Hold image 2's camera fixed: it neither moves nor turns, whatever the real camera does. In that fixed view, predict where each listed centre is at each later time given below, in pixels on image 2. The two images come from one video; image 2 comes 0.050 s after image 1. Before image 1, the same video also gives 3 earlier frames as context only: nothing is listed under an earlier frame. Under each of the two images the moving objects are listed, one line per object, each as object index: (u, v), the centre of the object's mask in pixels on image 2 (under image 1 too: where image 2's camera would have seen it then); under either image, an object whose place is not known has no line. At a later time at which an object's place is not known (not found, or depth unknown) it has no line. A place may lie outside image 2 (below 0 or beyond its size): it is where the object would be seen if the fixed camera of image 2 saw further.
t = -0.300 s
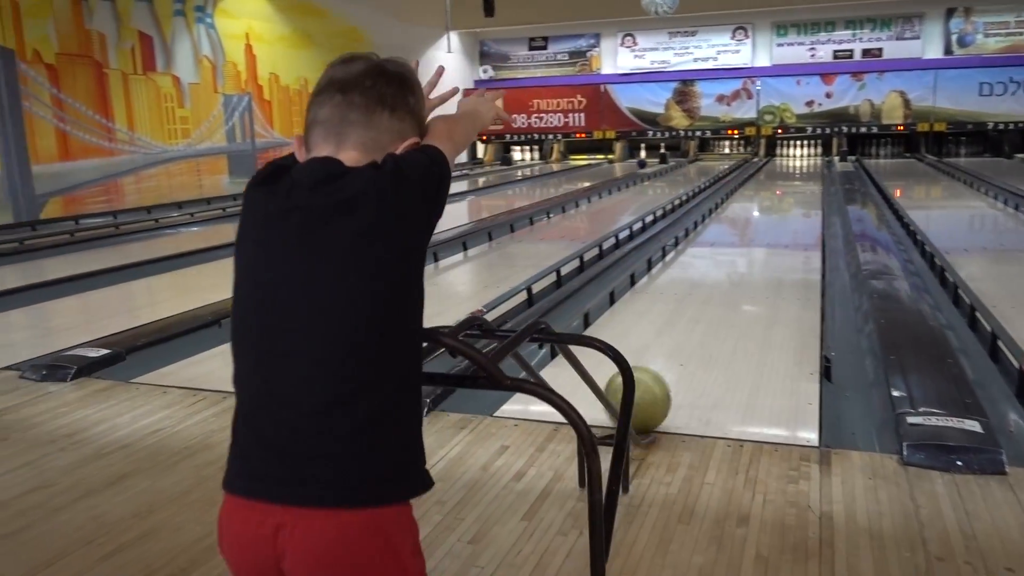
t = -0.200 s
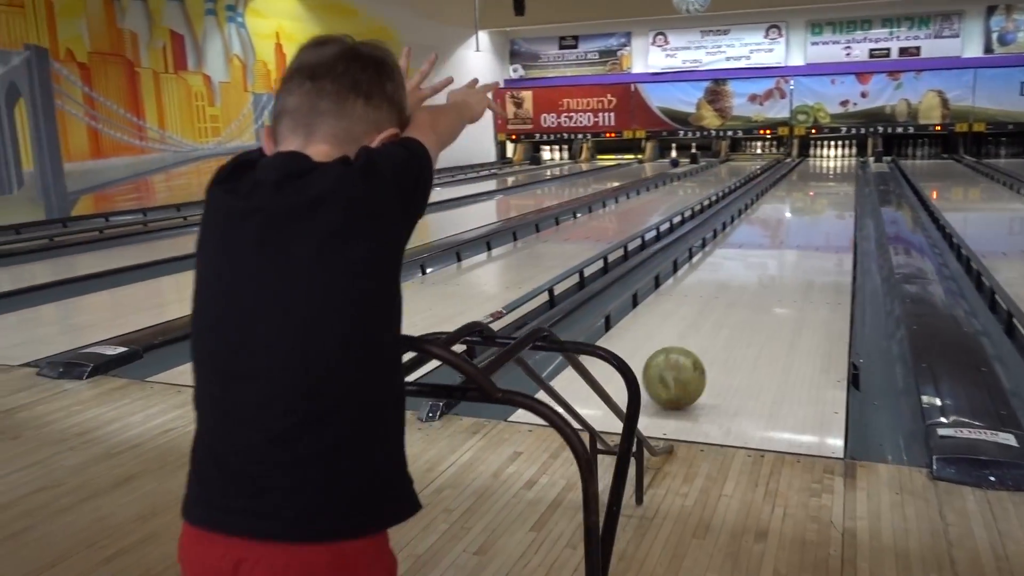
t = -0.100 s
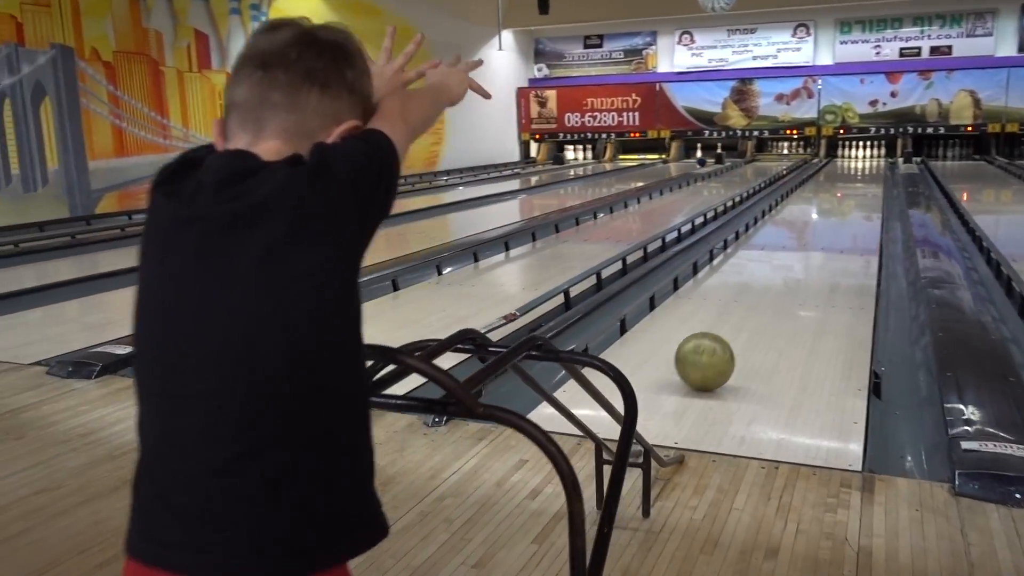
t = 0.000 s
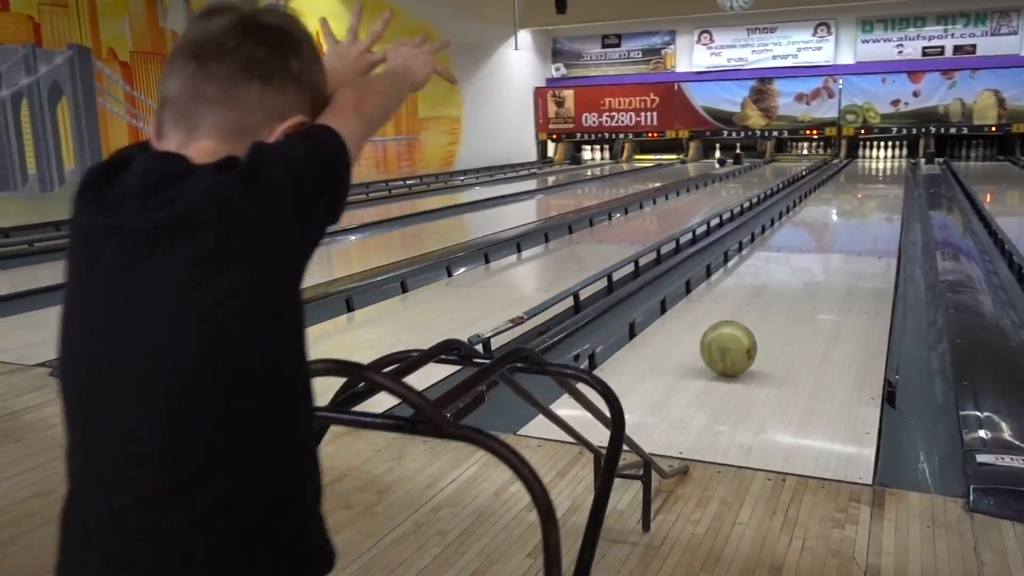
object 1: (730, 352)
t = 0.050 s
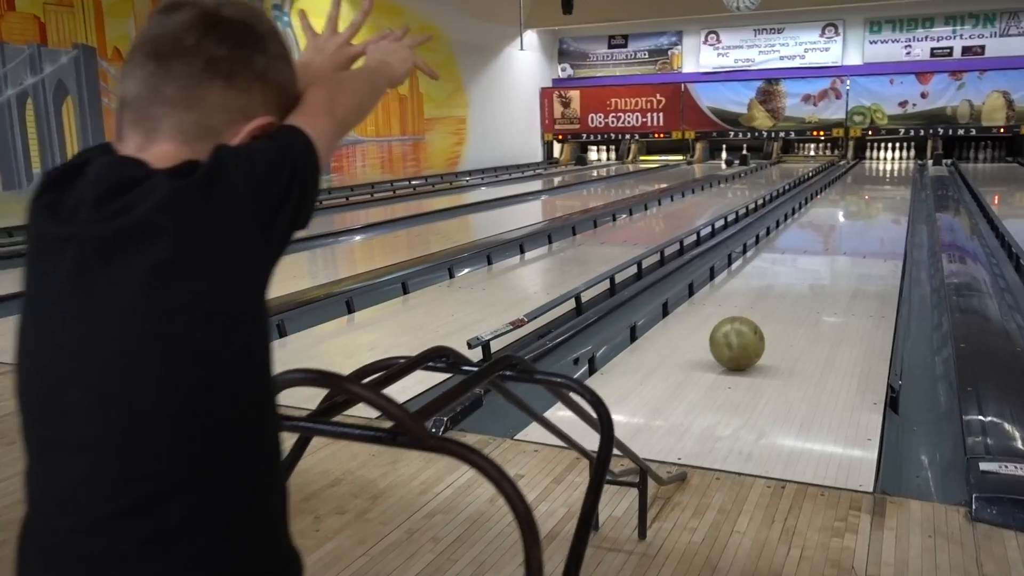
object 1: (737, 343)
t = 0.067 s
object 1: (739, 340)
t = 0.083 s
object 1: (741, 338)
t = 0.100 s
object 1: (743, 335)
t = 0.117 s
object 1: (745, 333)
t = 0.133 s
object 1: (747, 330)
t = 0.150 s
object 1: (749, 327)
